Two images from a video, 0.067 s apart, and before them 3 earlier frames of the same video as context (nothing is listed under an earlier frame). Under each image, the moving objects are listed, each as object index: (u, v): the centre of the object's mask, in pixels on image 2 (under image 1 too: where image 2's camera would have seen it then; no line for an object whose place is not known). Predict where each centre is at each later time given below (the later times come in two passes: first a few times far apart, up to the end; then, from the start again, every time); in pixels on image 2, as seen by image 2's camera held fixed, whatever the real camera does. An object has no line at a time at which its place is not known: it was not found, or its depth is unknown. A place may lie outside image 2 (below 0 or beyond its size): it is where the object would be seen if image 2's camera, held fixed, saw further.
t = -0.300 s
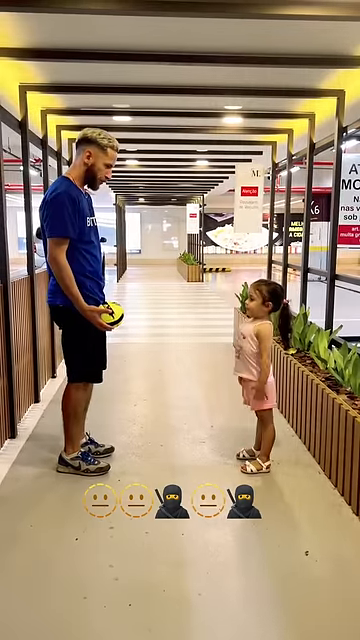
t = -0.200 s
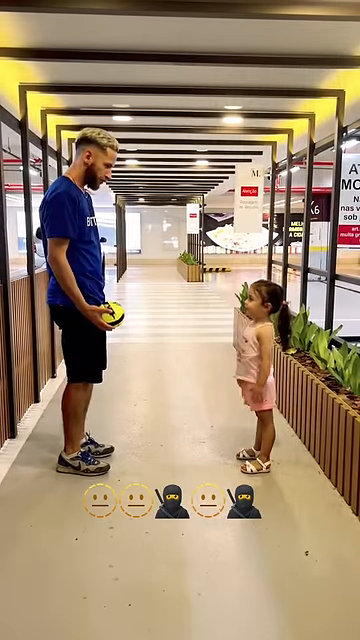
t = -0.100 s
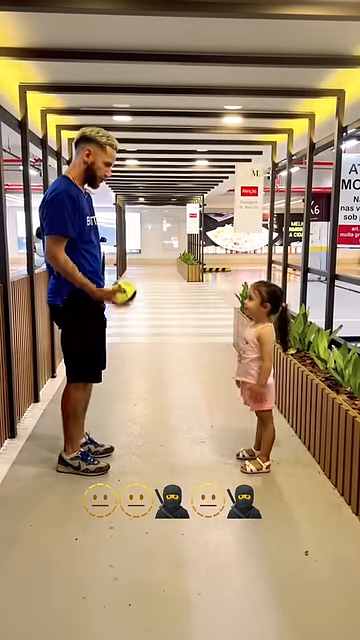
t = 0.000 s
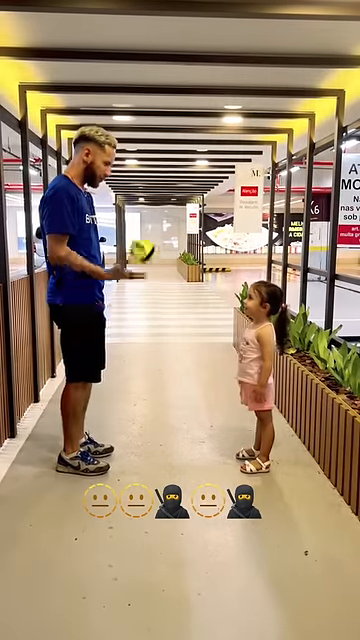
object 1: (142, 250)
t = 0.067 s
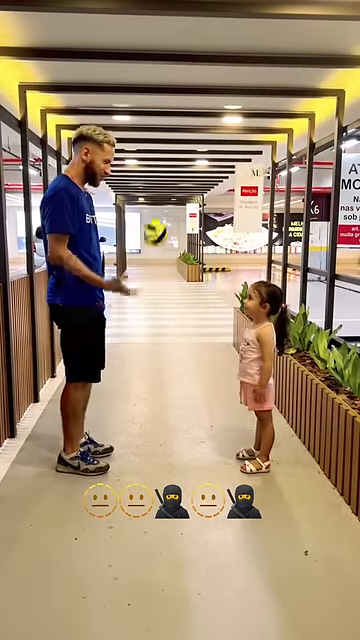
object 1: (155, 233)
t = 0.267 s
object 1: (194, 235)
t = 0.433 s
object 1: (221, 298)
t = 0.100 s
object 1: (163, 227)
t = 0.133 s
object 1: (169, 224)
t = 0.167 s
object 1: (174, 223)
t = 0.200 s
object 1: (181, 225)
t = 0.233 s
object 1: (188, 229)
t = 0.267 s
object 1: (194, 235)
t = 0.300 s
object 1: (199, 244)
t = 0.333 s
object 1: (204, 252)
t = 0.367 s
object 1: (211, 265)
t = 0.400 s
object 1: (217, 279)
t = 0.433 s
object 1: (221, 298)
